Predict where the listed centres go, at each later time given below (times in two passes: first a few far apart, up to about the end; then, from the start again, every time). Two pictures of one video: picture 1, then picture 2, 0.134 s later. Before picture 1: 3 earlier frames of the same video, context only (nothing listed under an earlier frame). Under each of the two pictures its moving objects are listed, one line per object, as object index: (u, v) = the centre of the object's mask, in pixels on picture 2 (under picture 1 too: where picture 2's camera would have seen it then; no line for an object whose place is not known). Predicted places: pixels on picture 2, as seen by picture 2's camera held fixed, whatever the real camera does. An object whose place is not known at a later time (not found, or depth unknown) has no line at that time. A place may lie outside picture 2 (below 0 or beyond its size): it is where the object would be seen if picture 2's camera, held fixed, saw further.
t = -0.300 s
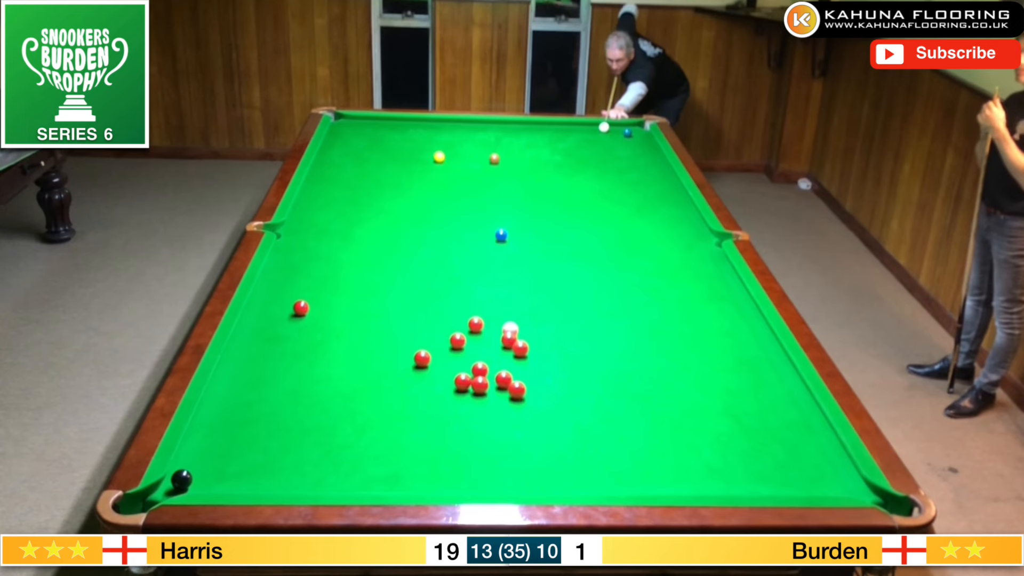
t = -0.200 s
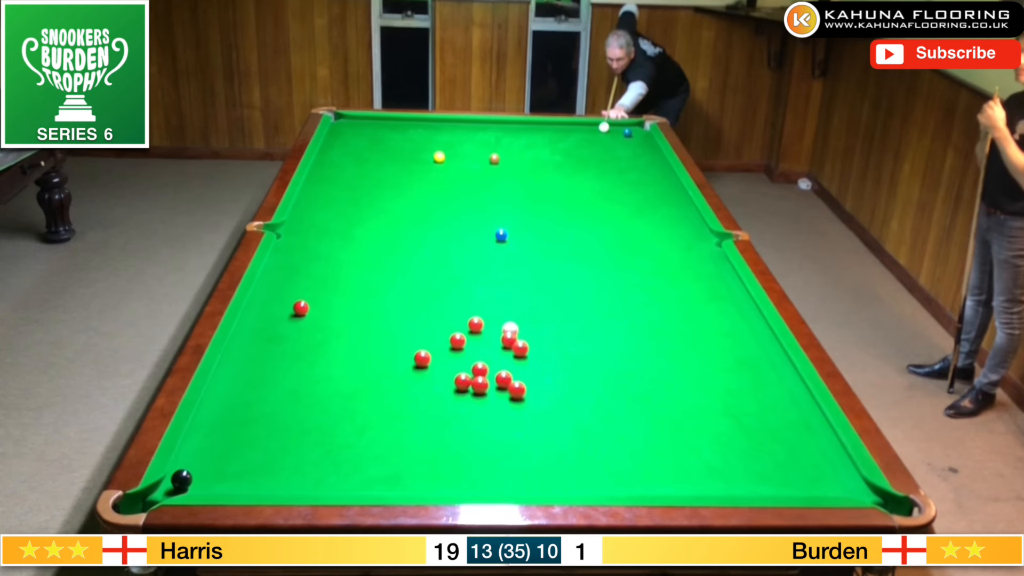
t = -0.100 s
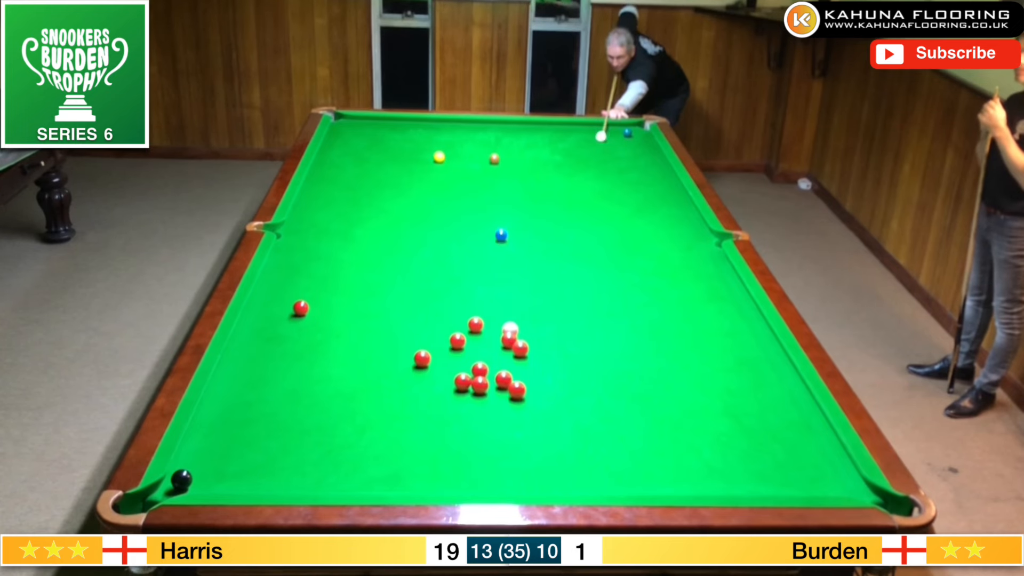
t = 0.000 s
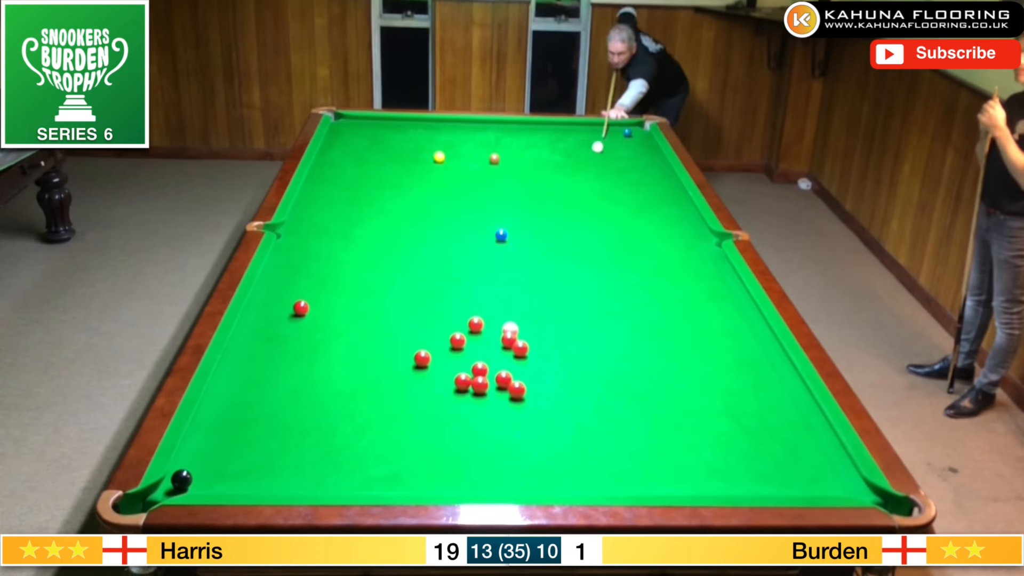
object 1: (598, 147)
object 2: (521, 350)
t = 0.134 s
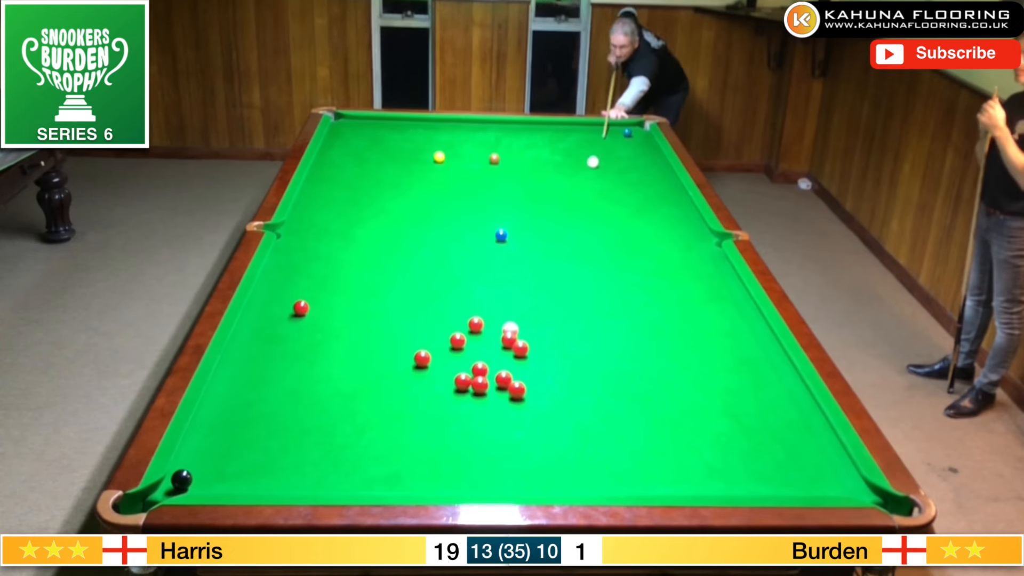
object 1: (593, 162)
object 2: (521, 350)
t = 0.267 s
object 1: (588, 178)
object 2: (521, 350)
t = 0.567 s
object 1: (574, 221)
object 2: (521, 350)
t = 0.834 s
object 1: (560, 267)
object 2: (521, 350)
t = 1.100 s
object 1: (542, 325)
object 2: (521, 350)
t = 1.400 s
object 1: (567, 399)
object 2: (475, 356)
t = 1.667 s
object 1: (610, 479)
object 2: (425, 368)
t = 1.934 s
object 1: (622, 440)
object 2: (376, 378)
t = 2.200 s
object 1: (629, 396)
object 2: (327, 389)
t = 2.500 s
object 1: (636, 356)
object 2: (274, 399)
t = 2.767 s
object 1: (641, 326)
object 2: (229, 408)
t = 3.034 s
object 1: (646, 300)
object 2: (217, 416)
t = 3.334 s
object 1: (651, 276)
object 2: (241, 423)
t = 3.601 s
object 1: (655, 257)
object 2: (260, 428)
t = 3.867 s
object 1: (658, 241)
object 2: (277, 431)
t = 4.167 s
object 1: (662, 225)
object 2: (293, 435)
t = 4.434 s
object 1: (665, 213)
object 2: (305, 438)
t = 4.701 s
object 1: (667, 202)
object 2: (313, 440)
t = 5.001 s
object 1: (670, 192)
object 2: (320, 441)
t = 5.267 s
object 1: (673, 184)
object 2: (322, 442)
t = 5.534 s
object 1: (671, 176)
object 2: (322, 442)
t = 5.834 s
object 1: (664, 170)
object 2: (322, 442)
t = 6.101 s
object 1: (659, 165)
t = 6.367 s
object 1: (655, 160)
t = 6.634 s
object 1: (651, 157)
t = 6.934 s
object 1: (647, 153)
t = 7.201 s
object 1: (646, 150)
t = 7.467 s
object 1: (644, 148)
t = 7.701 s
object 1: (643, 147)
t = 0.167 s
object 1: (592, 166)
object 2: (521, 350)
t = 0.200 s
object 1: (590, 170)
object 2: (521, 350)
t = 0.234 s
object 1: (589, 174)
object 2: (521, 350)
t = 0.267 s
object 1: (588, 178)
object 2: (521, 350)
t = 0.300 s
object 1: (586, 183)
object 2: (521, 350)
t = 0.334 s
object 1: (585, 187)
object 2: (521, 350)
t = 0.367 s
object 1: (584, 192)
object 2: (521, 350)
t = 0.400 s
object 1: (582, 196)
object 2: (521, 350)
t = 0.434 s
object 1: (580, 201)
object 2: (521, 350)
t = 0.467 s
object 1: (579, 206)
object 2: (521, 350)
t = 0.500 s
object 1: (577, 211)
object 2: (521, 350)
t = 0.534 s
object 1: (576, 216)
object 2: (521, 350)
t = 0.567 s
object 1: (574, 221)
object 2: (521, 350)
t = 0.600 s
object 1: (573, 226)
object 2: (521, 350)
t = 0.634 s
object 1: (571, 232)
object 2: (521, 350)
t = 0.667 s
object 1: (569, 237)
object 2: (521, 350)
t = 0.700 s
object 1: (567, 243)
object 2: (521, 350)
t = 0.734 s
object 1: (566, 249)
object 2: (521, 350)
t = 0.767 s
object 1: (564, 255)
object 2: (521, 350)
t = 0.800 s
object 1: (562, 261)
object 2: (521, 350)
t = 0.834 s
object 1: (560, 267)
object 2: (521, 350)
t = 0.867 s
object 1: (558, 273)
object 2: (521, 350)
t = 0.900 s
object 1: (556, 280)
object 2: (521, 350)
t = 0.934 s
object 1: (553, 287)
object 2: (521, 350)
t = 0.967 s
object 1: (551, 294)
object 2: (521, 350)
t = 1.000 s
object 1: (549, 301)
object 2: (521, 350)
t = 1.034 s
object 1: (547, 309)
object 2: (521, 350)
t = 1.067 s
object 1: (544, 317)
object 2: (520, 350)
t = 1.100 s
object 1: (542, 325)
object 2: (521, 350)
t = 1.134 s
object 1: (539, 333)
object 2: (520, 350)
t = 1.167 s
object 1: (537, 341)
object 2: (520, 350)
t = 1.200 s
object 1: (538, 349)
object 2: (517, 350)
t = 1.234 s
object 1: (544, 357)
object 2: (508, 352)
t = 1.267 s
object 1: (549, 365)
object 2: (501, 353)
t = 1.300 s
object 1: (554, 373)
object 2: (494, 354)
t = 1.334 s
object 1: (558, 381)
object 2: (488, 355)
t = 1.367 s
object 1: (563, 390)
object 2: (482, 355)
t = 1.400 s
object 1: (567, 399)
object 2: (475, 356)
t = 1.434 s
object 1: (572, 408)
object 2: (469, 359)
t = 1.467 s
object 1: (577, 418)
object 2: (463, 360)
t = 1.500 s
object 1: (582, 428)
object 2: (457, 361)
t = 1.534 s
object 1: (588, 437)
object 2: (450, 363)
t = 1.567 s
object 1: (593, 448)
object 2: (444, 364)
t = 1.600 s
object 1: (599, 458)
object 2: (438, 366)
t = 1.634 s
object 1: (604, 469)
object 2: (432, 367)
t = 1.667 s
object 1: (610, 479)
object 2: (425, 368)
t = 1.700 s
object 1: (616, 486)
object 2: (419, 369)
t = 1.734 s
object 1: (617, 482)
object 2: (413, 371)
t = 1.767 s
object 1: (618, 475)
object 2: (407, 372)
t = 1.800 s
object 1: (619, 467)
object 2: (400, 373)
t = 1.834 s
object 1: (620, 459)
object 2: (394, 375)
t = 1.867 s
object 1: (621, 452)
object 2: (388, 376)
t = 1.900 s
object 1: (621, 446)
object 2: (382, 377)
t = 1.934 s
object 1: (622, 440)
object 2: (376, 378)
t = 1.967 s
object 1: (623, 434)
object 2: (370, 380)
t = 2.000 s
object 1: (624, 428)
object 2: (364, 381)
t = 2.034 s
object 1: (625, 422)
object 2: (358, 382)
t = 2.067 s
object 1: (626, 417)
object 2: (351, 384)
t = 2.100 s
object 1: (627, 411)
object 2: (345, 385)
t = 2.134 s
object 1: (627, 406)
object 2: (340, 386)
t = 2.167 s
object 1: (628, 401)
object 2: (333, 387)
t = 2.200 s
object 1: (629, 396)
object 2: (327, 389)
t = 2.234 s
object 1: (630, 391)
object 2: (321, 390)
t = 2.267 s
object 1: (631, 386)
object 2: (316, 391)
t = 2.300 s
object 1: (632, 382)
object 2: (310, 392)
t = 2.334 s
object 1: (632, 377)
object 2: (304, 393)
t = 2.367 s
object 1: (633, 373)
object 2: (298, 394)
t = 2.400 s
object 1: (634, 368)
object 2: (292, 396)
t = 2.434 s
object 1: (634, 364)
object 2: (286, 397)
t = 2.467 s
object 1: (635, 360)
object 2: (280, 398)
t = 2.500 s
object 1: (636, 356)
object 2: (274, 399)
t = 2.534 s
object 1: (636, 352)
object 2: (269, 400)
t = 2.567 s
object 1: (637, 348)
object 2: (263, 402)
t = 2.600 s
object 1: (638, 344)
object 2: (257, 403)
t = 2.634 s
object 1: (638, 340)
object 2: (251, 404)
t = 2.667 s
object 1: (639, 336)
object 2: (245, 405)
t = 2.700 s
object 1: (640, 333)
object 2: (240, 406)
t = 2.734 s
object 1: (640, 329)
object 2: (234, 407)
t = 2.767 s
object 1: (641, 326)
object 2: (229, 408)
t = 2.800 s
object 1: (641, 322)
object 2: (223, 410)
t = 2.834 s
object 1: (642, 319)
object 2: (218, 411)
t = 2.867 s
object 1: (643, 316)
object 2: (212, 412)
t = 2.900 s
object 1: (643, 313)
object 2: (206, 413)
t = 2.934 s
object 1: (644, 309)
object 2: (208, 414)
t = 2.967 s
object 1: (644, 306)
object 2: (211, 415)
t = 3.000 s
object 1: (645, 303)
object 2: (214, 415)
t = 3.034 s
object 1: (646, 300)
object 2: (217, 416)
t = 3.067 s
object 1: (646, 297)
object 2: (220, 417)
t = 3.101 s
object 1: (647, 294)
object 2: (223, 418)
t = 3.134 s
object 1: (647, 292)
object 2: (225, 418)
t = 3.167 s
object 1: (648, 289)
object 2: (228, 419)
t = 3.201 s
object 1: (649, 287)
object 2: (231, 420)
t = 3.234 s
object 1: (649, 284)
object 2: (234, 420)
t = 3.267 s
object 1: (650, 281)
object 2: (236, 421)
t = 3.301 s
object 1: (650, 278)
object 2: (239, 422)
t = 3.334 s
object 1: (651, 276)
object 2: (241, 423)
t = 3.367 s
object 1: (651, 274)
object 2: (244, 423)
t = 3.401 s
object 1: (652, 271)
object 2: (246, 424)
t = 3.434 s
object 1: (652, 269)
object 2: (249, 424)
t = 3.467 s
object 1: (653, 266)
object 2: (251, 425)
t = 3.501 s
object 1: (653, 264)
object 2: (253, 426)
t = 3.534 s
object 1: (654, 262)
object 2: (256, 426)
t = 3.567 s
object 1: (654, 259)
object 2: (258, 427)
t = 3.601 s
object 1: (655, 257)
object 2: (260, 428)
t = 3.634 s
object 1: (655, 255)
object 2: (263, 428)
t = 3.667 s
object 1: (656, 253)
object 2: (265, 428)
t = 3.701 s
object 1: (656, 251)
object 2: (267, 429)
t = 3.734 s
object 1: (657, 249)
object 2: (269, 430)
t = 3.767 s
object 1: (657, 247)
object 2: (271, 430)
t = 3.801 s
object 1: (657, 245)
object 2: (273, 431)
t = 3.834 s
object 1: (658, 243)
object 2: (275, 431)
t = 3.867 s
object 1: (658, 241)
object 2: (277, 431)
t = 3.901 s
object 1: (658, 239)
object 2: (279, 432)
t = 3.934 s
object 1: (659, 237)
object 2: (281, 432)
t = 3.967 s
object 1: (659, 236)
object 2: (283, 433)
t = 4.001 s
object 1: (660, 234)
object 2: (285, 433)
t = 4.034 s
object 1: (660, 232)
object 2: (286, 434)
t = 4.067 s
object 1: (661, 230)
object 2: (288, 434)
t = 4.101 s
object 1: (661, 229)
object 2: (290, 434)
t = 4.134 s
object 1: (661, 227)
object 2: (291, 435)
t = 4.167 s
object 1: (662, 225)
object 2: (293, 435)
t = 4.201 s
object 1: (662, 224)
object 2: (295, 435)
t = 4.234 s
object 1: (663, 222)
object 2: (296, 436)
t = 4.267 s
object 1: (663, 220)
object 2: (298, 436)
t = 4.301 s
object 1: (663, 219)
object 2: (299, 436)
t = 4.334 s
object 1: (664, 217)
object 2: (301, 437)
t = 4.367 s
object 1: (664, 216)
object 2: (302, 437)
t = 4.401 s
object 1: (664, 215)
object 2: (303, 437)
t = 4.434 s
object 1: (665, 213)
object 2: (305, 438)
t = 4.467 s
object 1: (665, 212)
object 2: (306, 438)
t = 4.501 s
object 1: (665, 210)
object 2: (307, 438)
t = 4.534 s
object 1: (666, 209)
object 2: (308, 439)
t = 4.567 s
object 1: (666, 208)
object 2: (309, 439)
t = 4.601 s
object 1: (666, 206)
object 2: (310, 439)
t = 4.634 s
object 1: (667, 205)
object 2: (312, 439)
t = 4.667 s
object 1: (667, 204)
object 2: (313, 439)
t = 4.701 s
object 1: (667, 202)
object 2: (313, 440)
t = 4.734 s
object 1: (668, 201)
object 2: (314, 440)
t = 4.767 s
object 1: (668, 200)
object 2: (315, 440)
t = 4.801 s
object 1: (668, 199)
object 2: (316, 440)
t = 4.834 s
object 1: (669, 197)
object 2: (317, 440)
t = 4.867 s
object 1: (669, 196)
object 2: (318, 440)
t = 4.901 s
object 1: (670, 195)
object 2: (318, 440)
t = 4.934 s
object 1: (670, 194)
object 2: (319, 441)
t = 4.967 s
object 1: (670, 193)
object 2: (319, 441)
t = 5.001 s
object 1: (670, 192)
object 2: (320, 441)
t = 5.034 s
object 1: (671, 191)
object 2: (321, 441)
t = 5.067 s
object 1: (671, 190)
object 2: (321, 441)
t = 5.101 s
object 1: (671, 189)
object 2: (321, 441)
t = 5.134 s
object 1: (672, 188)
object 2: (322, 441)
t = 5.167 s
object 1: (672, 187)
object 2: (322, 441)
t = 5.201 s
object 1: (672, 185)
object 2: (322, 441)
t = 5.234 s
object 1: (672, 185)
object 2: (322, 442)
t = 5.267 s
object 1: (673, 184)
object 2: (322, 442)
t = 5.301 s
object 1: (673, 183)
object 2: (322, 442)
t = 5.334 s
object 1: (673, 182)
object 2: (322, 442)
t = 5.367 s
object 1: (674, 181)
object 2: (322, 442)
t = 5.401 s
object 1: (674, 180)
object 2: (322, 442)
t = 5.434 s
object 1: (674, 179)
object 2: (322, 442)
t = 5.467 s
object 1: (673, 178)
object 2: (322, 442)
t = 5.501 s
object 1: (672, 177)
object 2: (322, 442)
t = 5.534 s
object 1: (671, 176)
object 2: (322, 442)
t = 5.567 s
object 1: (670, 176)
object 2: (322, 442)
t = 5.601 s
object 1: (669, 175)
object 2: (322, 442)
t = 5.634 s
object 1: (669, 174)
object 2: (322, 442)
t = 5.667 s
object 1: (668, 173)
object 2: (322, 442)
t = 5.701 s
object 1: (667, 173)
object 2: (322, 442)
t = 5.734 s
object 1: (666, 172)
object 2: (322, 442)
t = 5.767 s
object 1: (666, 171)
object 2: (322, 442)
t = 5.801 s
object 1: (665, 171)
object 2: (322, 442)
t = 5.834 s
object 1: (664, 170)
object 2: (322, 442)
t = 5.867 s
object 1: (664, 169)
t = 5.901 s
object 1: (663, 168)
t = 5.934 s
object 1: (662, 168)
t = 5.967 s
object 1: (662, 167)
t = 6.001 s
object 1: (661, 167)
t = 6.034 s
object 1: (660, 166)
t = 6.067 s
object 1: (660, 165)
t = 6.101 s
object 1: (659, 165)
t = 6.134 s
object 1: (658, 164)
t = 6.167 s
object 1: (658, 164)
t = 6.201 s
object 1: (657, 163)
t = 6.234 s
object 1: (657, 163)
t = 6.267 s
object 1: (656, 162)
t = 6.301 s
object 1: (656, 162)
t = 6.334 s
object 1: (655, 161)
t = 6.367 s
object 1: (655, 160)
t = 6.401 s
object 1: (654, 160)
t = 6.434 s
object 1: (654, 159)
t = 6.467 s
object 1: (653, 159)
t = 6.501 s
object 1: (653, 158)
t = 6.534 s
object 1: (652, 158)
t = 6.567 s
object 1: (652, 157)
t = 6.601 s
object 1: (651, 157)
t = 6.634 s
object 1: (651, 157)
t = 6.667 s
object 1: (650, 156)
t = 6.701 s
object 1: (650, 156)
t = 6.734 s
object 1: (650, 155)
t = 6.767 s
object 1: (649, 155)
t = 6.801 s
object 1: (649, 154)
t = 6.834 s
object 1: (648, 154)
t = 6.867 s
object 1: (648, 153)
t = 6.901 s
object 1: (648, 153)
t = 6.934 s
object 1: (647, 153)
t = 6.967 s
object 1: (647, 152)
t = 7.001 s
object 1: (647, 152)
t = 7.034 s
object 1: (647, 152)
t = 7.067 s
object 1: (647, 151)
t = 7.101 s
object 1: (646, 151)
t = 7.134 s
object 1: (646, 151)
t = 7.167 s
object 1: (646, 151)
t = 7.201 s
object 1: (646, 150)
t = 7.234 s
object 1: (645, 150)
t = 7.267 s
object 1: (645, 150)
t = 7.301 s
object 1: (645, 149)
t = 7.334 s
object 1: (645, 149)
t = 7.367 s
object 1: (645, 149)
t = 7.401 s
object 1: (644, 148)
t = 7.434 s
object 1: (644, 148)
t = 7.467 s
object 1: (644, 148)
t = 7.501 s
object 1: (644, 148)
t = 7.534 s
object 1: (644, 147)
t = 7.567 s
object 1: (644, 147)
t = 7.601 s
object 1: (643, 147)
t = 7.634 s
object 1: (643, 147)
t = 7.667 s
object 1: (643, 147)
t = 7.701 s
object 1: (643, 147)
